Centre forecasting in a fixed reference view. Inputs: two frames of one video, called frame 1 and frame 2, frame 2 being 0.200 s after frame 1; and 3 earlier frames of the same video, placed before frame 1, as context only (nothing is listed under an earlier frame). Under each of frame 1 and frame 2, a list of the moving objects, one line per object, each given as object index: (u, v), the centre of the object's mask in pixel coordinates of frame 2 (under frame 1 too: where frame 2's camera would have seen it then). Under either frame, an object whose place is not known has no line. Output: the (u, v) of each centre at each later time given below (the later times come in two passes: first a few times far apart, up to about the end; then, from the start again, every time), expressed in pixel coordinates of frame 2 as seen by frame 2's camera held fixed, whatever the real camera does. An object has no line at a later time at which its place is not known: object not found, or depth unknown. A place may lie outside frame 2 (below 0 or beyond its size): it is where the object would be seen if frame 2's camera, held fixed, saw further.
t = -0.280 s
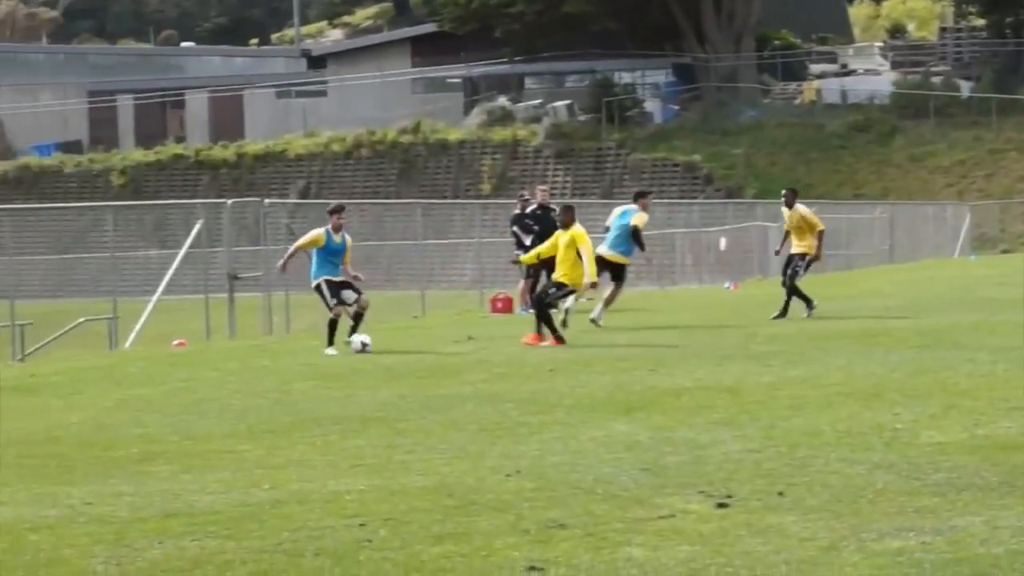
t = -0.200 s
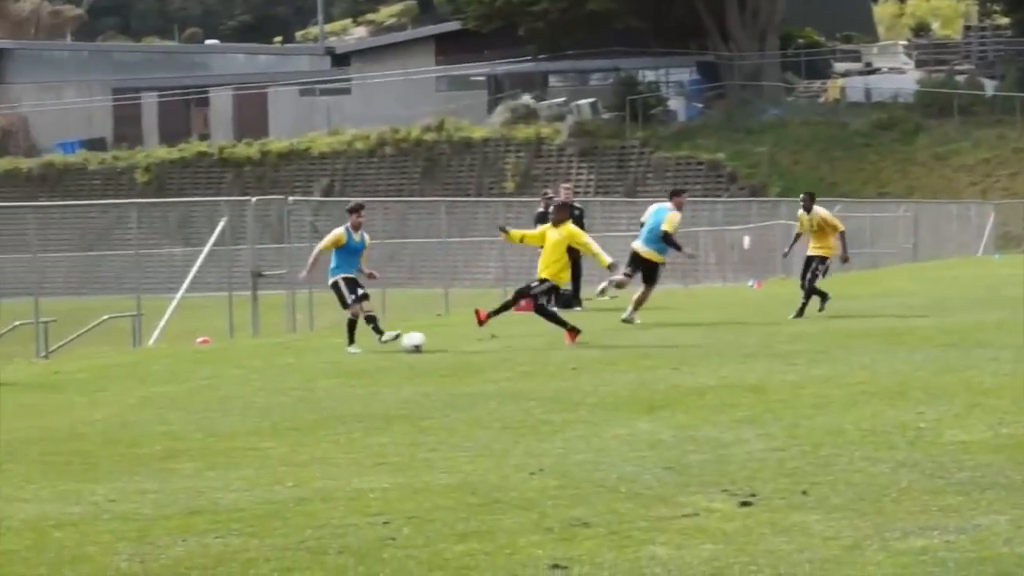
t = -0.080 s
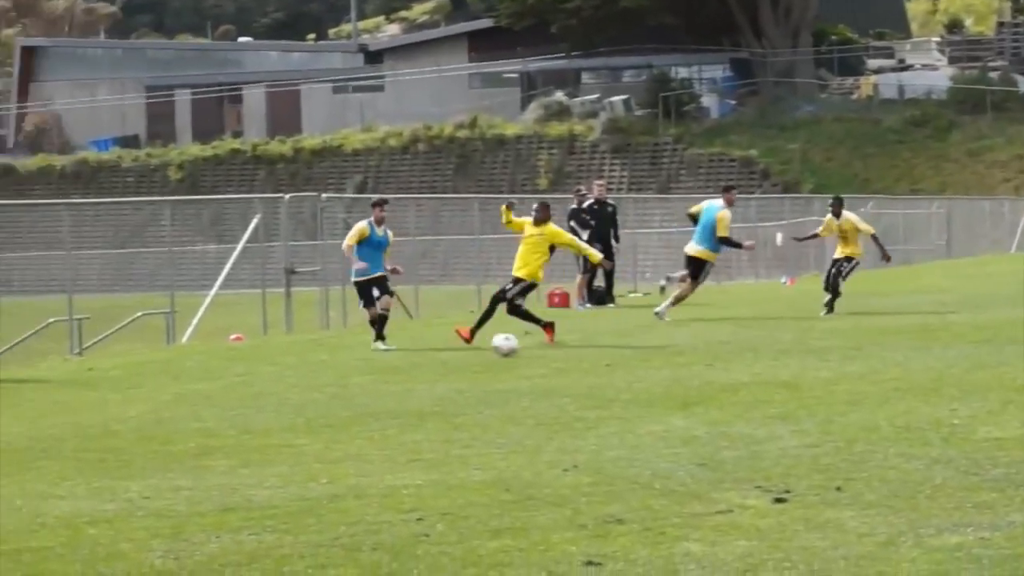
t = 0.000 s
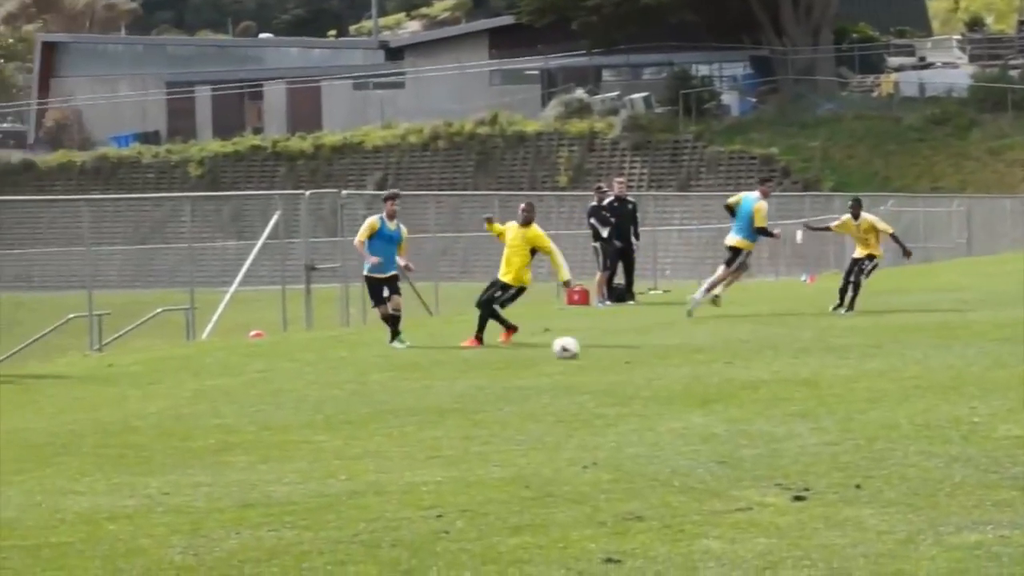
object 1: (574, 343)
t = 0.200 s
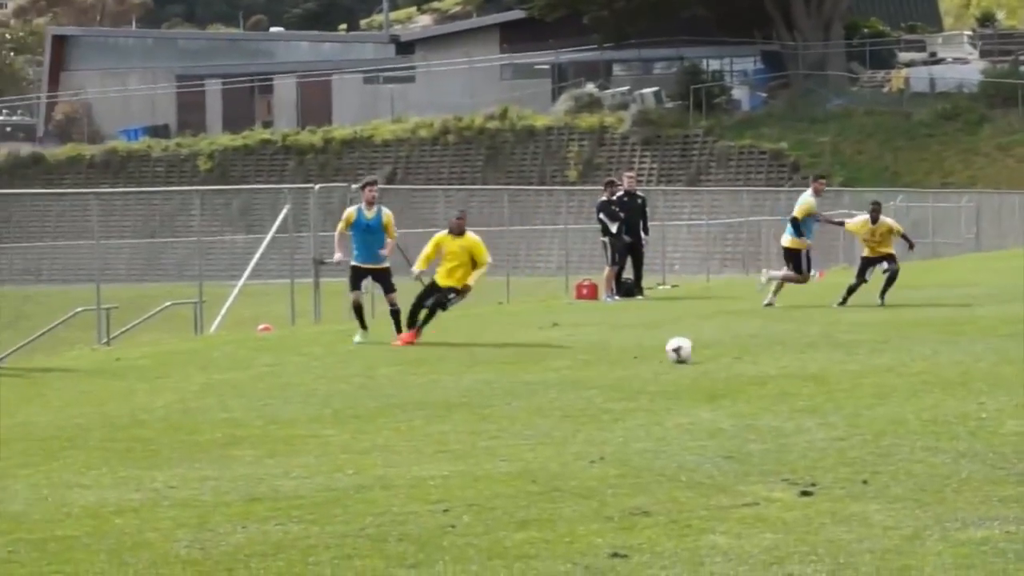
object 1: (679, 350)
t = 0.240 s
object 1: (701, 350)
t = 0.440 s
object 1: (818, 359)
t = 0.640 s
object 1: (944, 369)
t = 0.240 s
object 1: (701, 350)
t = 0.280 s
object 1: (723, 353)
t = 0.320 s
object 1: (747, 356)
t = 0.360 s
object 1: (771, 359)
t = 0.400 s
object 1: (794, 358)
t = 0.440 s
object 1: (818, 359)
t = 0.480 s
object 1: (843, 363)
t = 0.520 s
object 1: (868, 366)
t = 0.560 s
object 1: (893, 367)
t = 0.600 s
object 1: (918, 368)
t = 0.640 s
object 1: (944, 369)
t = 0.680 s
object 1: (970, 373)
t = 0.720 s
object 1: (997, 377)
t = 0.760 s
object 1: (1023, 378)
